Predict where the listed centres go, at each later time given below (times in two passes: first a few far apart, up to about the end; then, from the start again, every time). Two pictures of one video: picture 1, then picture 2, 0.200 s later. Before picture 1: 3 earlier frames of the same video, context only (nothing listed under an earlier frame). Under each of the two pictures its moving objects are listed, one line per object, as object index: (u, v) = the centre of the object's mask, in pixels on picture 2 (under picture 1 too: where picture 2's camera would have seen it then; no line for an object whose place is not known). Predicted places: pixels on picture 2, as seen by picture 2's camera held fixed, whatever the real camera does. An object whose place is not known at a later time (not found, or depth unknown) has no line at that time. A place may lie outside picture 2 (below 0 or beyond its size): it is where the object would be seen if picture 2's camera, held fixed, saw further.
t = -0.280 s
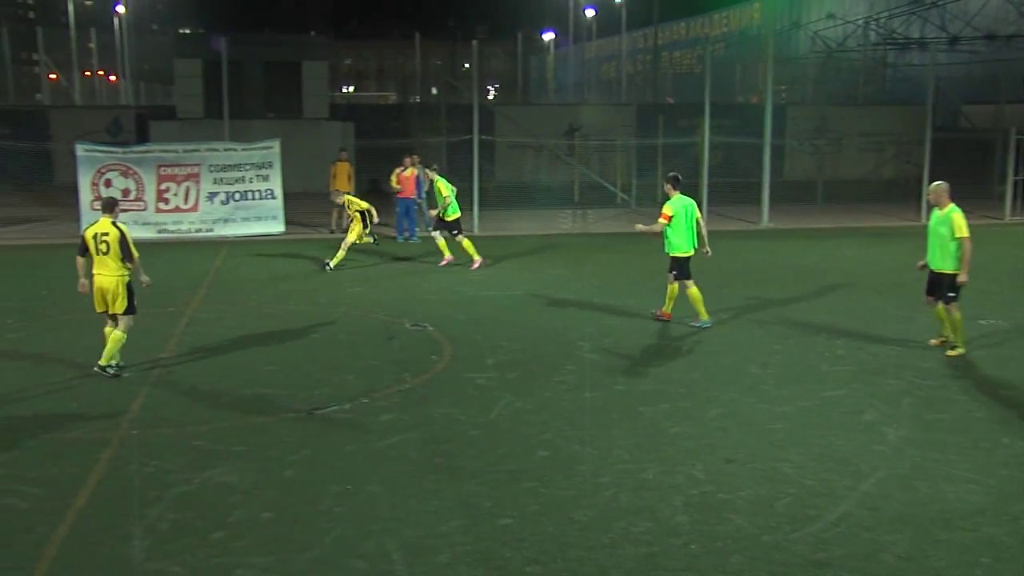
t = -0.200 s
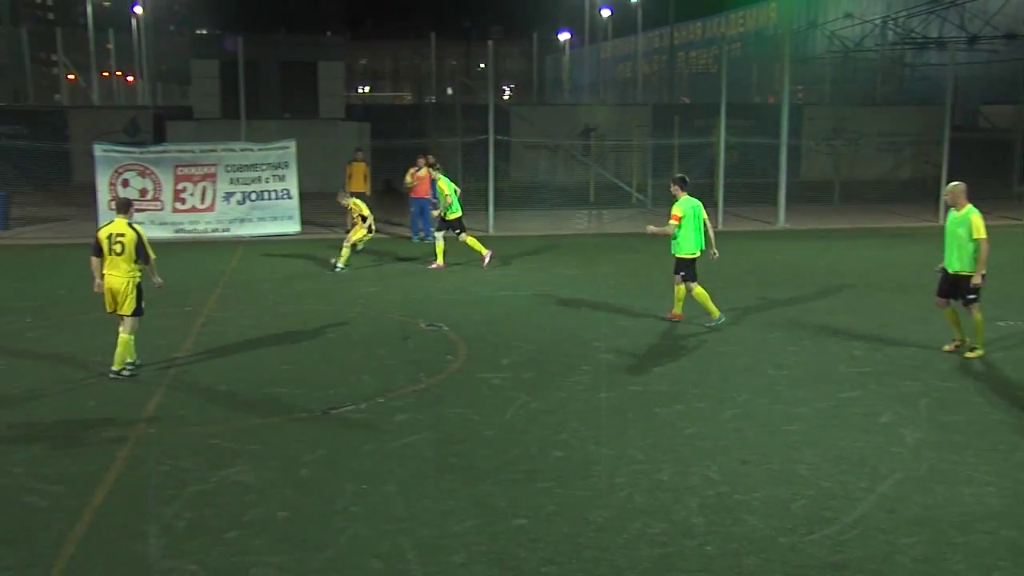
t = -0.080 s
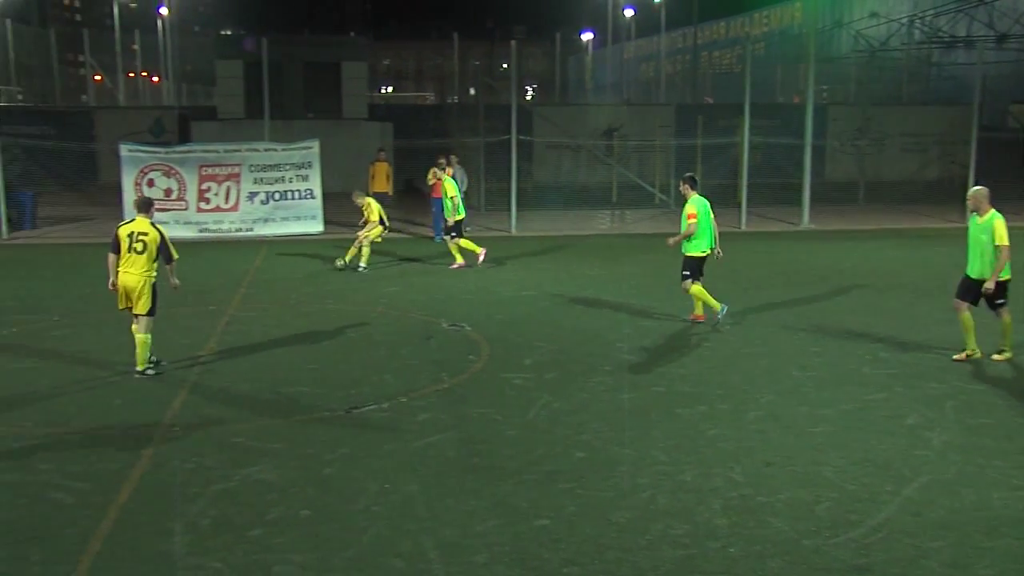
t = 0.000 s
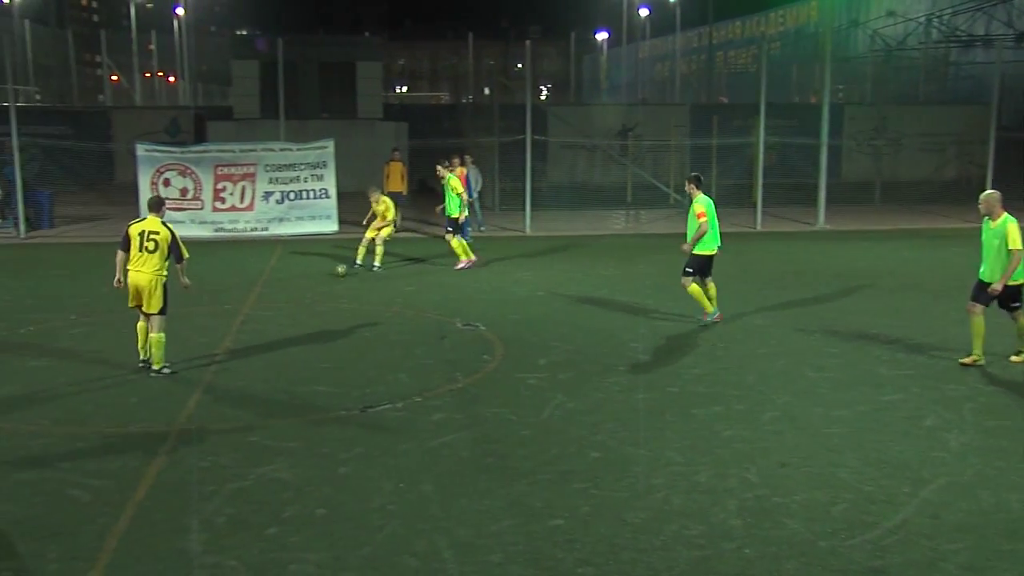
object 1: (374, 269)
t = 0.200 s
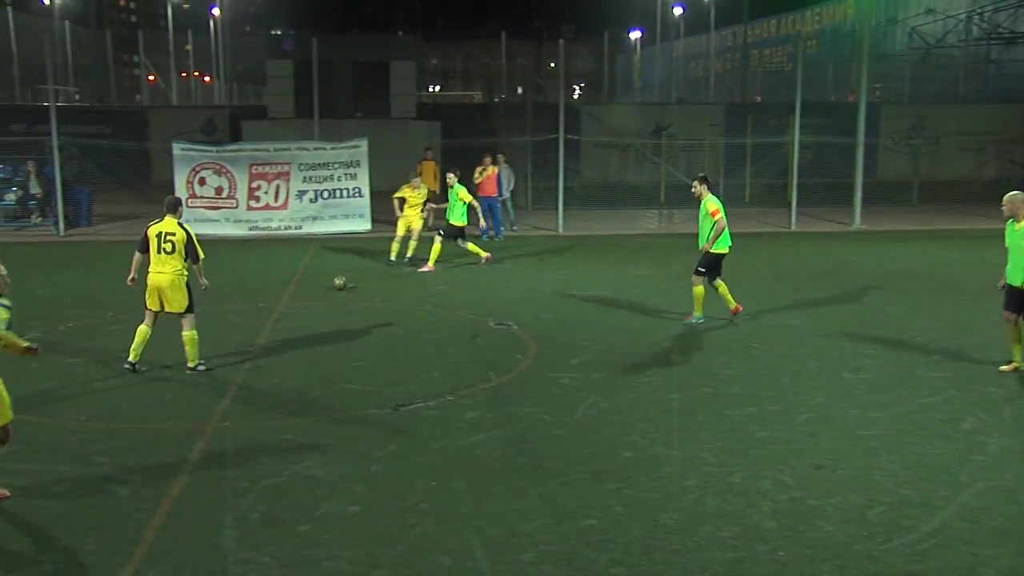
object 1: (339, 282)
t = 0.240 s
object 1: (332, 286)
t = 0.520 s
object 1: (280, 304)
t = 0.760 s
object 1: (230, 321)
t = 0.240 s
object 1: (332, 286)
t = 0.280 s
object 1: (325, 288)
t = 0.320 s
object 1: (317, 291)
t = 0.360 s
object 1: (310, 294)
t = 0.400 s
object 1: (302, 297)
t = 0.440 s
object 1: (295, 299)
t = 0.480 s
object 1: (287, 301)
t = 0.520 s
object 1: (280, 304)
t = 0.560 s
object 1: (272, 307)
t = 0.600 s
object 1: (263, 309)
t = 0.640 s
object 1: (256, 313)
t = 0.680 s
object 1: (247, 315)
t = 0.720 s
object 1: (239, 318)
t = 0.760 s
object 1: (230, 321)
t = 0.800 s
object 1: (221, 323)
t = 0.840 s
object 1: (212, 326)
